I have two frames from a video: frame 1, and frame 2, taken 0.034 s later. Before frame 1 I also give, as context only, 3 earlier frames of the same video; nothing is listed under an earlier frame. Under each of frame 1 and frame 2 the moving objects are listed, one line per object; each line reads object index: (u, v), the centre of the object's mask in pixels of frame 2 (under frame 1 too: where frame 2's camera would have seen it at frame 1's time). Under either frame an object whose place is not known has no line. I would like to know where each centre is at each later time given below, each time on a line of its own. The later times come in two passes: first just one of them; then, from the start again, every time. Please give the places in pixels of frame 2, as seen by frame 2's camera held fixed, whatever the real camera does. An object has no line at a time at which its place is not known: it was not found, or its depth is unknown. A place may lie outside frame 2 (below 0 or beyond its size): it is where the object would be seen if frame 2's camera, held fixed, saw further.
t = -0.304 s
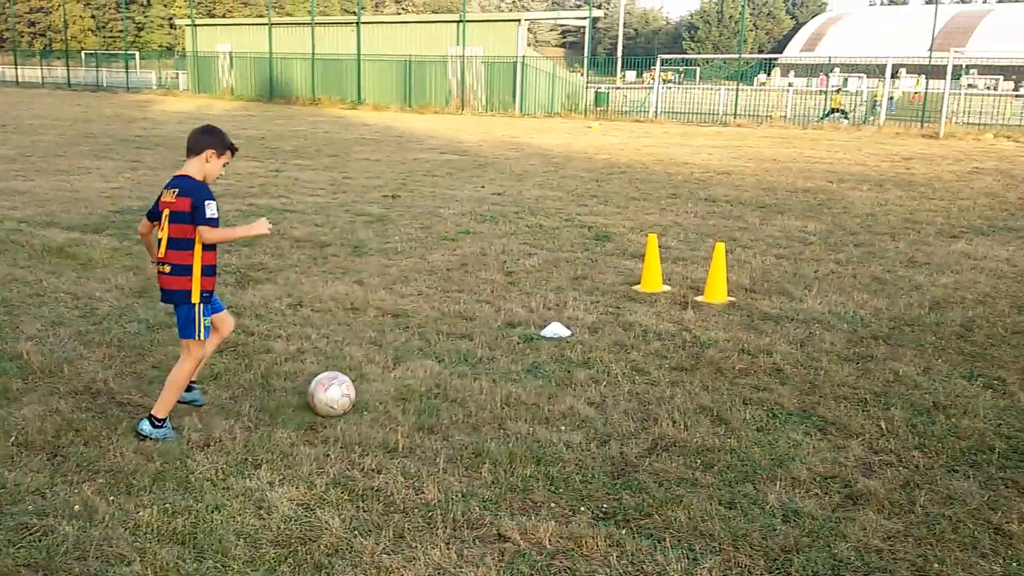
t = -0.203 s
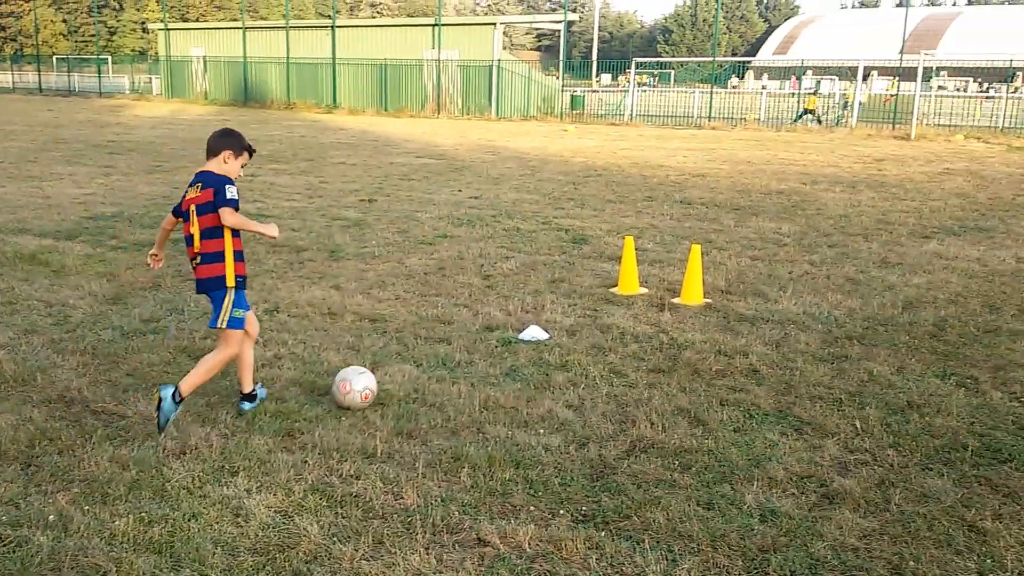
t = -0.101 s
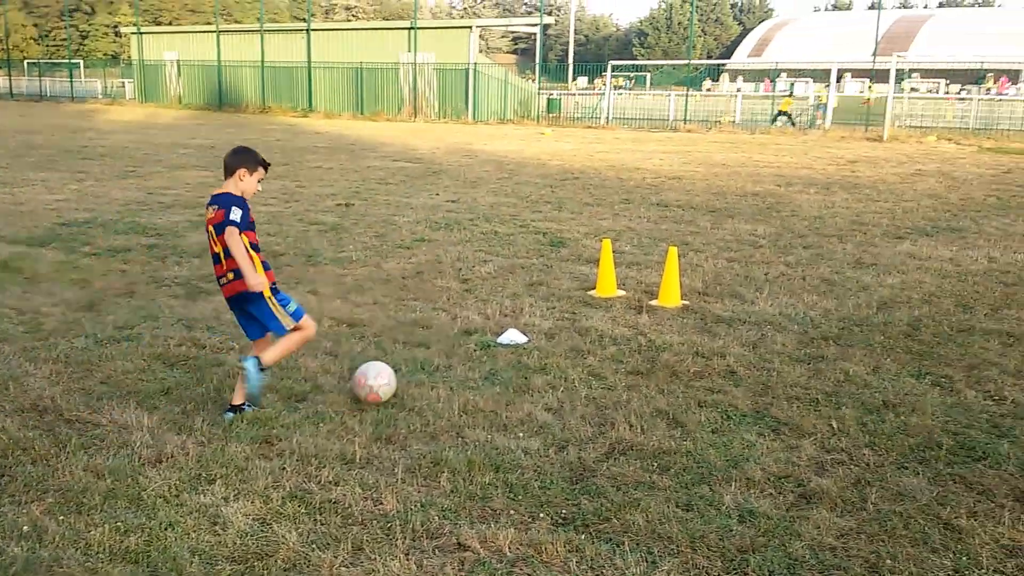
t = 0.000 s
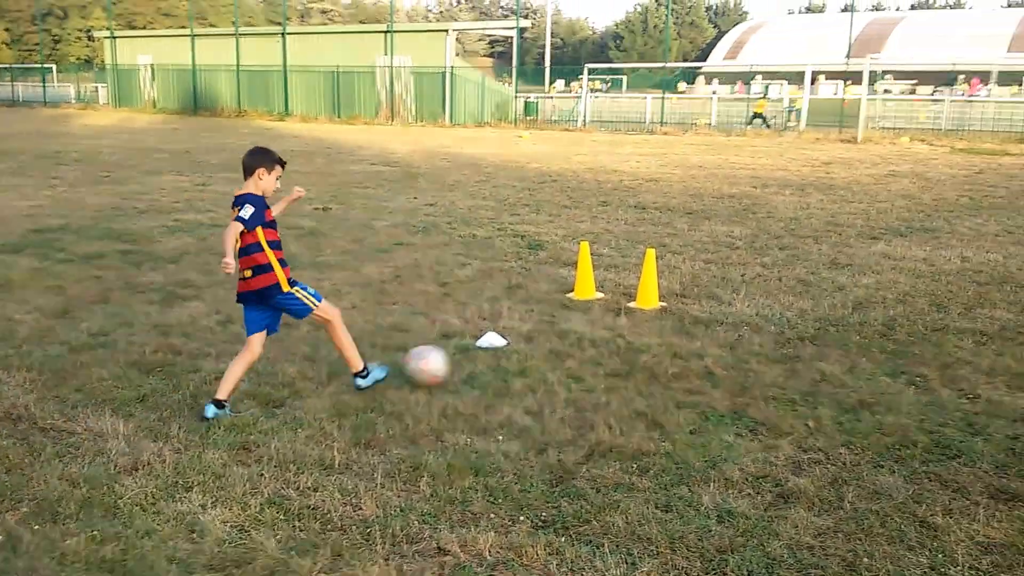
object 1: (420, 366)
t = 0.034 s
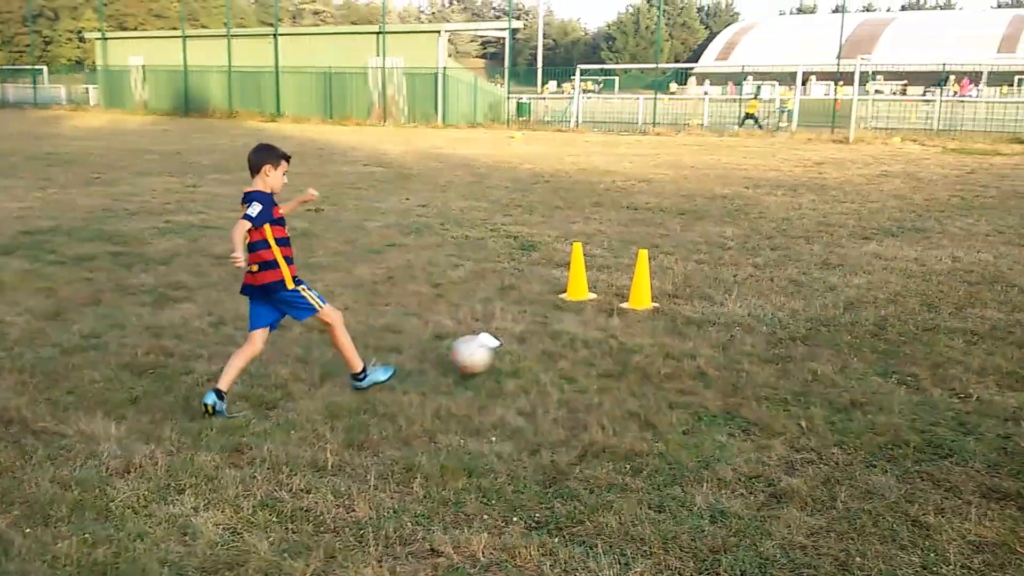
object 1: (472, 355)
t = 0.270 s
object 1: (726, 311)
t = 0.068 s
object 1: (520, 345)
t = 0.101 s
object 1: (564, 339)
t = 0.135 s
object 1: (605, 334)
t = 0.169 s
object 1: (644, 330)
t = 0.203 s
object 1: (678, 327)
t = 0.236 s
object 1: (704, 319)
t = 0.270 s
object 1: (726, 311)
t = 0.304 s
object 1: (746, 304)
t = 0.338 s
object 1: (768, 299)
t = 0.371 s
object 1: (788, 296)
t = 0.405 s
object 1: (806, 294)
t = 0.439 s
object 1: (823, 294)
